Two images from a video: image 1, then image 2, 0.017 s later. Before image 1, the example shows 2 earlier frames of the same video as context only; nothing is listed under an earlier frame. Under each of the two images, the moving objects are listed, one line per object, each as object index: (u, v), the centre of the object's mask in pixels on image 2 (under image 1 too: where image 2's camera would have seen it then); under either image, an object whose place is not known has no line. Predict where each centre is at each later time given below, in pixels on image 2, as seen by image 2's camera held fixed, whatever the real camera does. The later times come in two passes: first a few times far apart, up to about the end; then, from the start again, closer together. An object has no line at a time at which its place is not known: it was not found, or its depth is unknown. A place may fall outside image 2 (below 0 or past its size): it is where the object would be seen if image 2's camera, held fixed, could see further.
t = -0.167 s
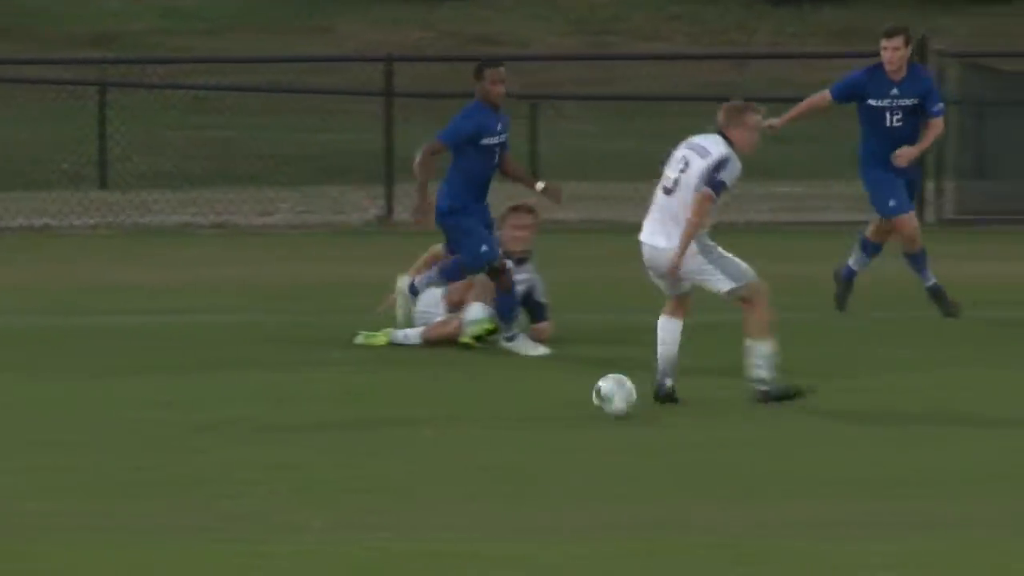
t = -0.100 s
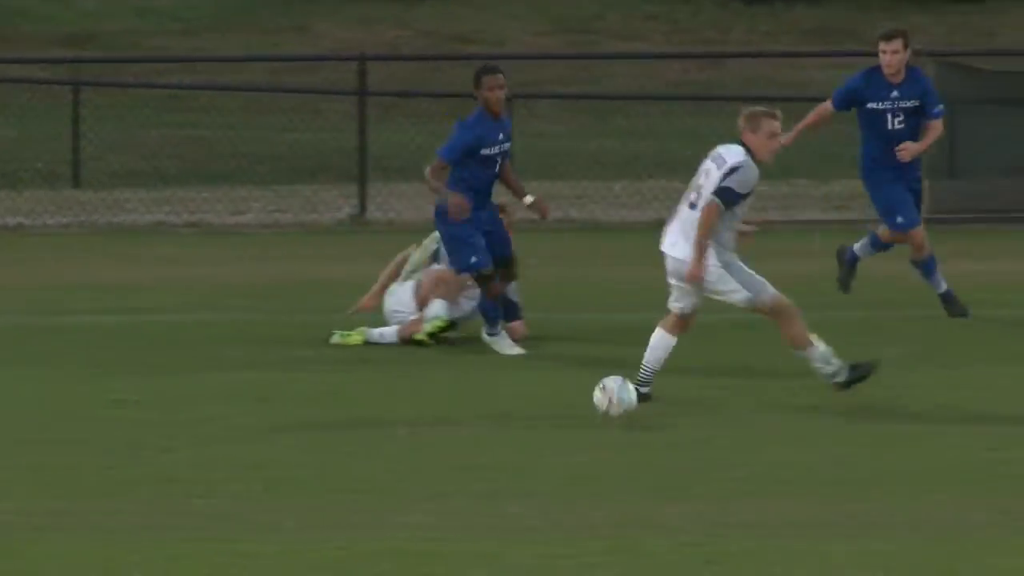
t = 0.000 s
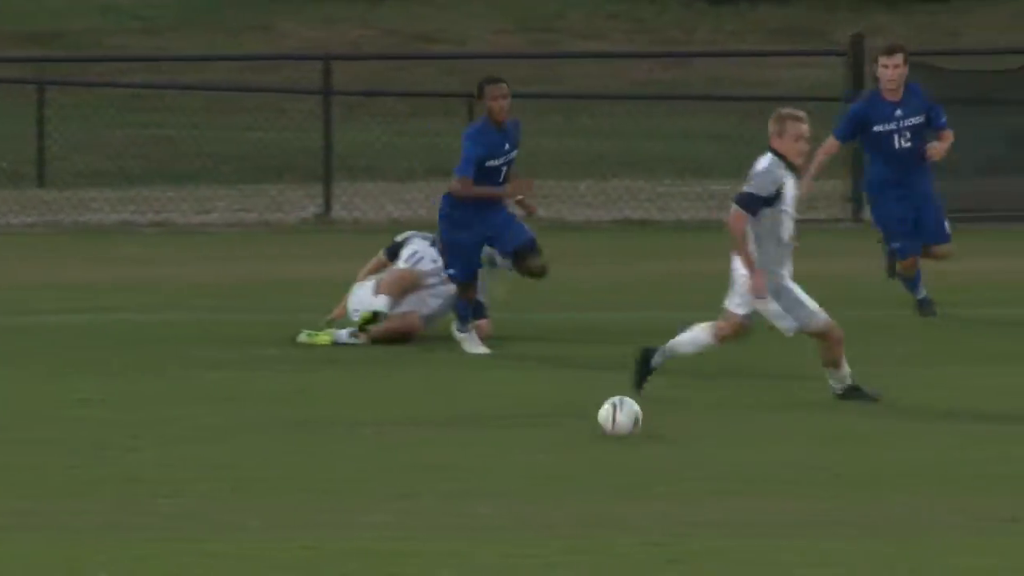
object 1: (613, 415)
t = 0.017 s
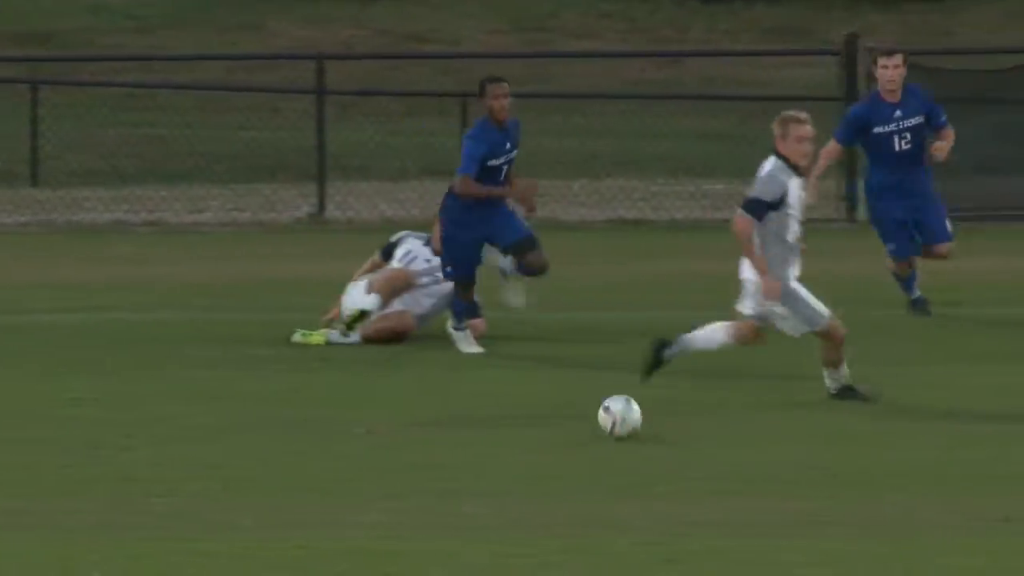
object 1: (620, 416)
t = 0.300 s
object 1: (726, 444)
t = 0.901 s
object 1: (936, 519)
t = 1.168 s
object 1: (1017, 547)
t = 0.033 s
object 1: (625, 415)
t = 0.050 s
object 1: (631, 414)
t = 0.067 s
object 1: (638, 414)
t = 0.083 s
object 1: (643, 415)
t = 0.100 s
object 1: (650, 416)
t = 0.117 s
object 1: (657, 418)
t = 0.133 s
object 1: (662, 420)
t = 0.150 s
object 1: (668, 424)
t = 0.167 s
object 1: (675, 427)
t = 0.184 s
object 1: (682, 431)
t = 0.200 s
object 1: (688, 436)
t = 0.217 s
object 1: (695, 441)
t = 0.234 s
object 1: (700, 443)
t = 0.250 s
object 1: (706, 443)
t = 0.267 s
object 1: (713, 442)
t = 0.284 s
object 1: (720, 443)
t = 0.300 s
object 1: (726, 444)
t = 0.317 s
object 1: (732, 445)
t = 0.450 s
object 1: (780, 467)
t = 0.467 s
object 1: (785, 469)
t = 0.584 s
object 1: (828, 483)
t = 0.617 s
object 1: (839, 486)
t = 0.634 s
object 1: (845, 488)
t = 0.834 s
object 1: (914, 514)
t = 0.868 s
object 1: (925, 517)
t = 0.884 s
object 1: (931, 517)
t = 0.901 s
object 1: (936, 519)
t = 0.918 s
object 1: (941, 522)
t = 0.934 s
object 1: (945, 523)
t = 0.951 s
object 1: (952, 527)
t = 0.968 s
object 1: (958, 528)
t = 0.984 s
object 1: (963, 530)
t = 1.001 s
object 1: (968, 530)
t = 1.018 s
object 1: (972, 531)
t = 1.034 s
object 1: (977, 532)
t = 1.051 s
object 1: (984, 536)
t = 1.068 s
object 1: (988, 537)
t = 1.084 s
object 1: (994, 541)
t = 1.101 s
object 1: (1000, 543)
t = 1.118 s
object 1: (1004, 546)
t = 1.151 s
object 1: (1012, 547)
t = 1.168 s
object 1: (1017, 547)
